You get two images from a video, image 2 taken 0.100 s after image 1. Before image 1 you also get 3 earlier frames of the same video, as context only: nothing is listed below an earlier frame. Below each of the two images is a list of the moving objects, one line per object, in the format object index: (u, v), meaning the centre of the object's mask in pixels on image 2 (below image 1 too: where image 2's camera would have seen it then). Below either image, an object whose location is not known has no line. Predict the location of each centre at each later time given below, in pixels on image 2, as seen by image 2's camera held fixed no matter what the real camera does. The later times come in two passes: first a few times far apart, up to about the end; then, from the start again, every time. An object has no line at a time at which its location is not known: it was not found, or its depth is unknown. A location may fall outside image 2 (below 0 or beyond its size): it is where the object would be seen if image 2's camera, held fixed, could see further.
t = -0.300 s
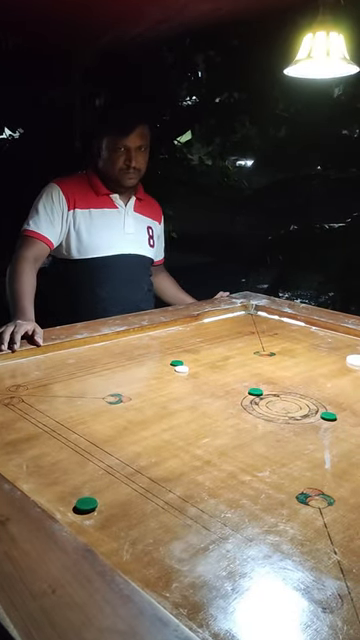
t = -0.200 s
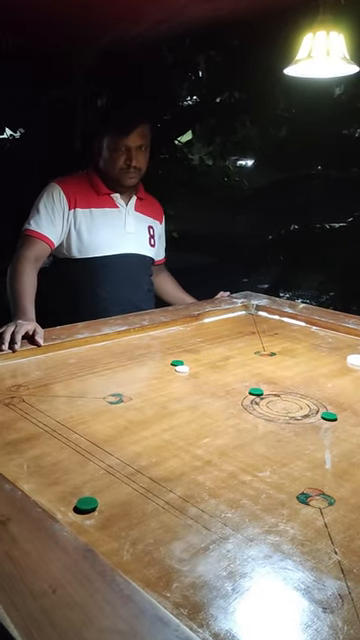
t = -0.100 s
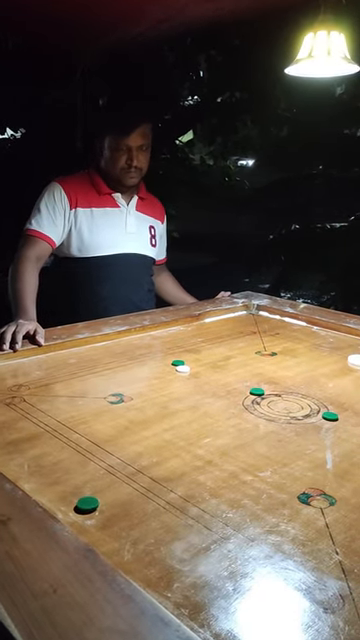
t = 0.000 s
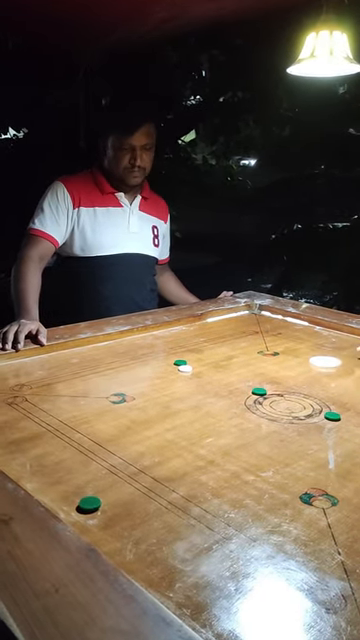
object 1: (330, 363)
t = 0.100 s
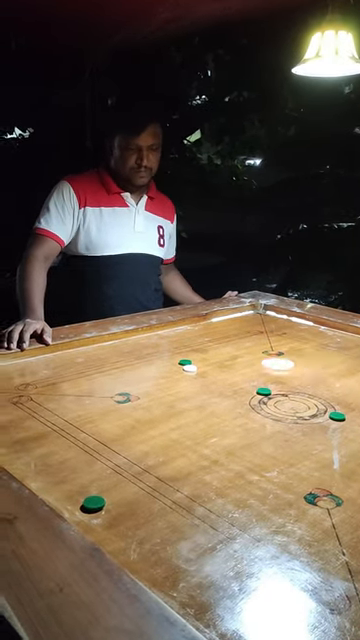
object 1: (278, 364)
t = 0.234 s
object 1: (212, 367)
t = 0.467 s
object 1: (142, 372)
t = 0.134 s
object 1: (261, 365)
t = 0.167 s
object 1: (244, 366)
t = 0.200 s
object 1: (228, 367)
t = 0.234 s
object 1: (212, 367)
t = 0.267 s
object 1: (200, 368)
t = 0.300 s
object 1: (191, 368)
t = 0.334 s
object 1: (180, 369)
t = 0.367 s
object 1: (170, 370)
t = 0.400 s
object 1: (160, 371)
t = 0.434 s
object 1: (151, 372)
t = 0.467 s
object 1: (142, 372)
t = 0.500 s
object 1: (133, 373)
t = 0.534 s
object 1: (124, 373)
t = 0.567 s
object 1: (116, 374)
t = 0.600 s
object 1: (108, 375)
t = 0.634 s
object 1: (101, 375)
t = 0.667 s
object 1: (94, 376)
